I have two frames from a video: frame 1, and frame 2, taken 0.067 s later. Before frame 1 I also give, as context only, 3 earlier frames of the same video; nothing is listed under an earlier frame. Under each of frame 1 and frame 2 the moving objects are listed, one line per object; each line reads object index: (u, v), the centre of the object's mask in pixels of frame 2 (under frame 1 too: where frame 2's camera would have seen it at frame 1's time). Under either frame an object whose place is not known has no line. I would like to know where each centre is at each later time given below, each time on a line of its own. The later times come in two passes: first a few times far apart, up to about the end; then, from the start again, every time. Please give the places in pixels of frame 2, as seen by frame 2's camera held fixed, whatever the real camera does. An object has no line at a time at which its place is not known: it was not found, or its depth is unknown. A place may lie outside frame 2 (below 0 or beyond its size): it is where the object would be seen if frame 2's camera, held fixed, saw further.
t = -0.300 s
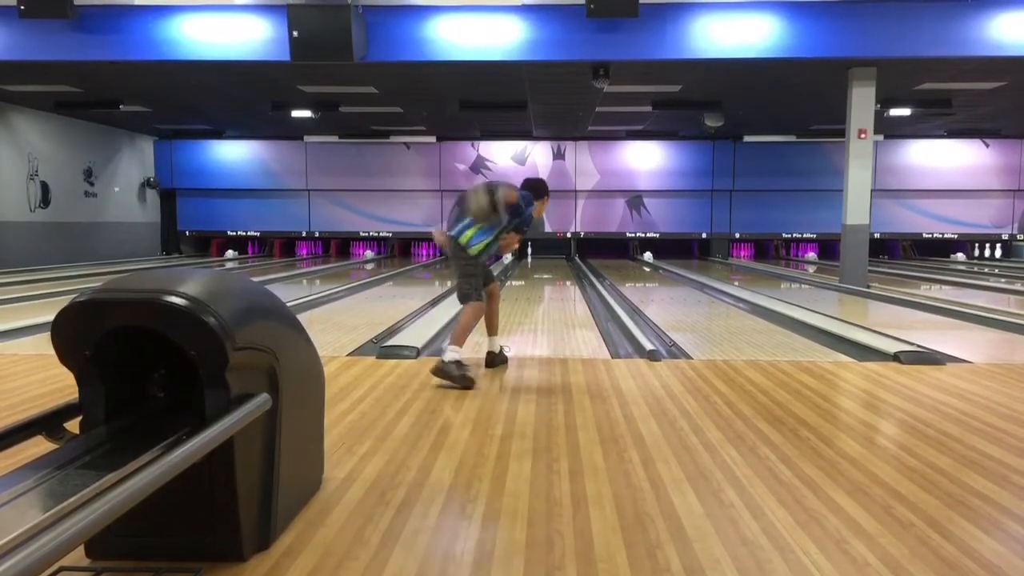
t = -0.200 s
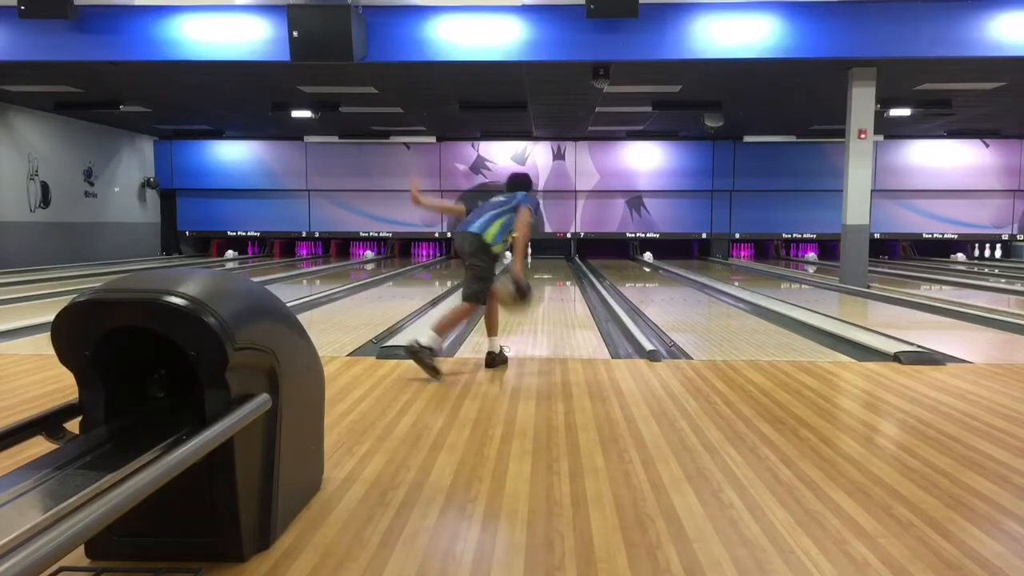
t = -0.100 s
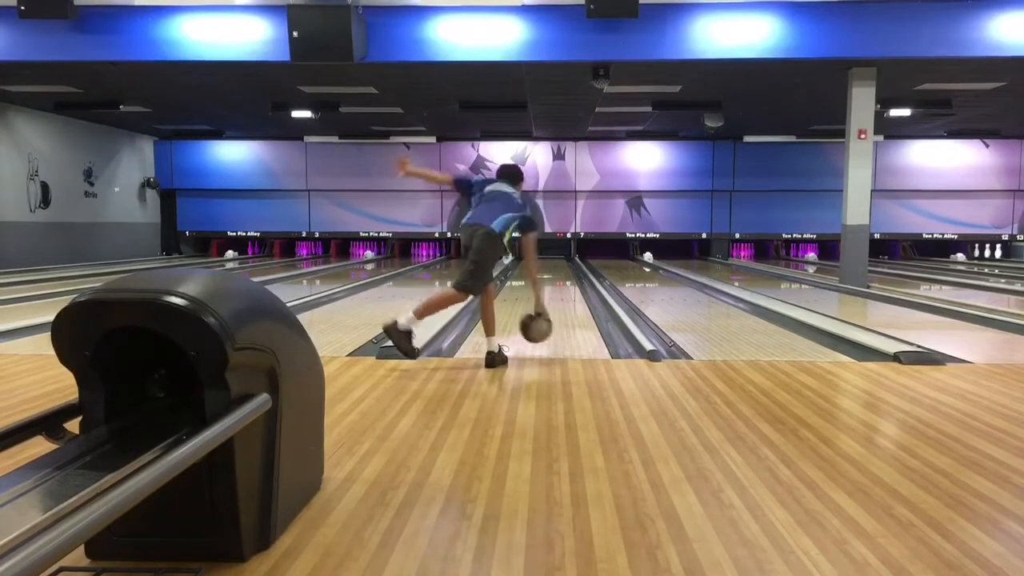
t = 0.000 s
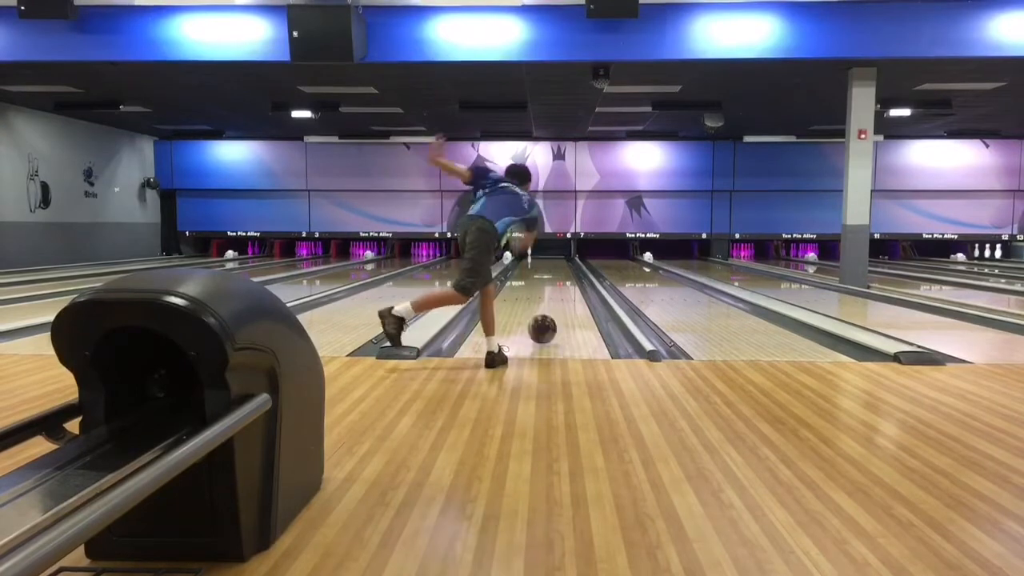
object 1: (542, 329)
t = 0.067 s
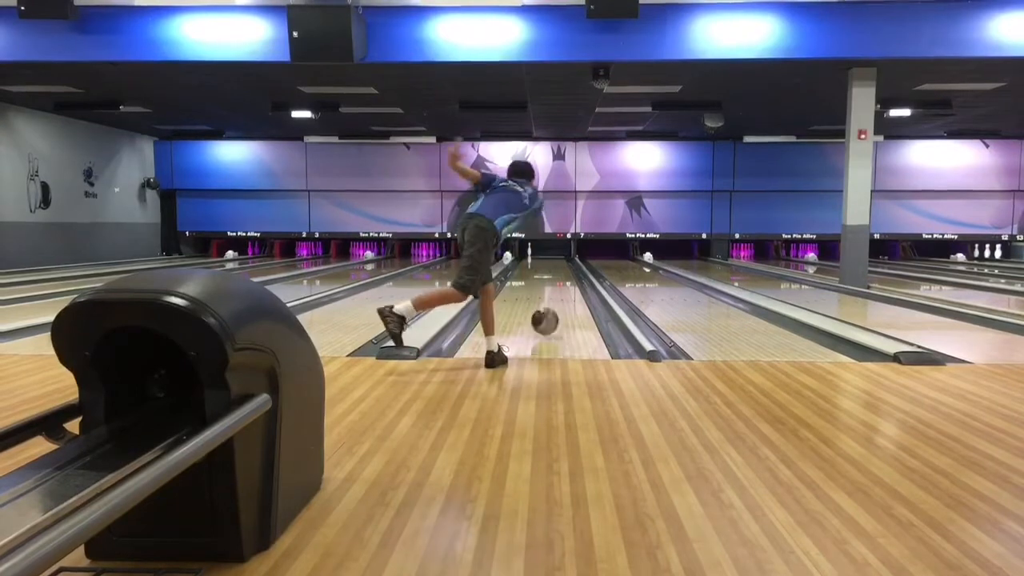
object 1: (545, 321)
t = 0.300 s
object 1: (551, 307)
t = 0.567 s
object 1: (556, 291)
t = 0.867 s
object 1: (558, 281)
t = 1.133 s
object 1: (559, 274)
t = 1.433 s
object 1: (560, 268)
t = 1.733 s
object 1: (559, 263)
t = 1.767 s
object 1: (559, 263)
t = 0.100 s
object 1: (545, 318)
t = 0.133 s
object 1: (547, 318)
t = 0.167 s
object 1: (548, 315)
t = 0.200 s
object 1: (548, 313)
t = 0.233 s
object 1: (550, 310)
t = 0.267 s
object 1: (550, 308)
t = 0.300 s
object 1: (551, 307)
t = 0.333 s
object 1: (552, 304)
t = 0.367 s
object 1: (553, 302)
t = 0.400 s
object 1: (553, 300)
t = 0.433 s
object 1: (554, 298)
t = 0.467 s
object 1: (554, 297)
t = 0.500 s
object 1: (555, 295)
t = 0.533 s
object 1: (555, 293)
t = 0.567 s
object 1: (556, 291)
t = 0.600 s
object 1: (557, 290)
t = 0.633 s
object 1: (556, 289)
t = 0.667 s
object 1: (557, 288)
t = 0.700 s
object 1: (557, 287)
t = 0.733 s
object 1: (557, 286)
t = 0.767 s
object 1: (557, 285)
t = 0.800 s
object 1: (558, 283)
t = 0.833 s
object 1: (558, 283)
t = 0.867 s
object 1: (558, 281)
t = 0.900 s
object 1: (558, 280)
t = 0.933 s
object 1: (559, 280)
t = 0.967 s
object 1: (559, 278)
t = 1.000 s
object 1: (559, 277)
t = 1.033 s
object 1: (559, 276)
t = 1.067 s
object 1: (559, 275)
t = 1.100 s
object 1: (559, 275)
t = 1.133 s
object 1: (559, 274)
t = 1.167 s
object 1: (560, 273)
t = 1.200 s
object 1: (559, 273)
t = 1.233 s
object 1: (559, 272)
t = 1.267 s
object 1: (559, 272)
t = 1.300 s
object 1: (559, 270)
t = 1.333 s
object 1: (560, 270)
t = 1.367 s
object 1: (560, 269)
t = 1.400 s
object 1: (560, 268)
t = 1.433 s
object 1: (560, 268)
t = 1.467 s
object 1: (559, 268)
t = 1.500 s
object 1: (560, 267)
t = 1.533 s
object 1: (560, 268)
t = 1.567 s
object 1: (560, 267)
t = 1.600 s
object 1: (559, 266)
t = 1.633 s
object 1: (559, 266)
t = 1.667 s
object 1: (559, 265)
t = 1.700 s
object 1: (559, 264)
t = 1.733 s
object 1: (559, 263)
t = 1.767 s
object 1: (559, 263)
